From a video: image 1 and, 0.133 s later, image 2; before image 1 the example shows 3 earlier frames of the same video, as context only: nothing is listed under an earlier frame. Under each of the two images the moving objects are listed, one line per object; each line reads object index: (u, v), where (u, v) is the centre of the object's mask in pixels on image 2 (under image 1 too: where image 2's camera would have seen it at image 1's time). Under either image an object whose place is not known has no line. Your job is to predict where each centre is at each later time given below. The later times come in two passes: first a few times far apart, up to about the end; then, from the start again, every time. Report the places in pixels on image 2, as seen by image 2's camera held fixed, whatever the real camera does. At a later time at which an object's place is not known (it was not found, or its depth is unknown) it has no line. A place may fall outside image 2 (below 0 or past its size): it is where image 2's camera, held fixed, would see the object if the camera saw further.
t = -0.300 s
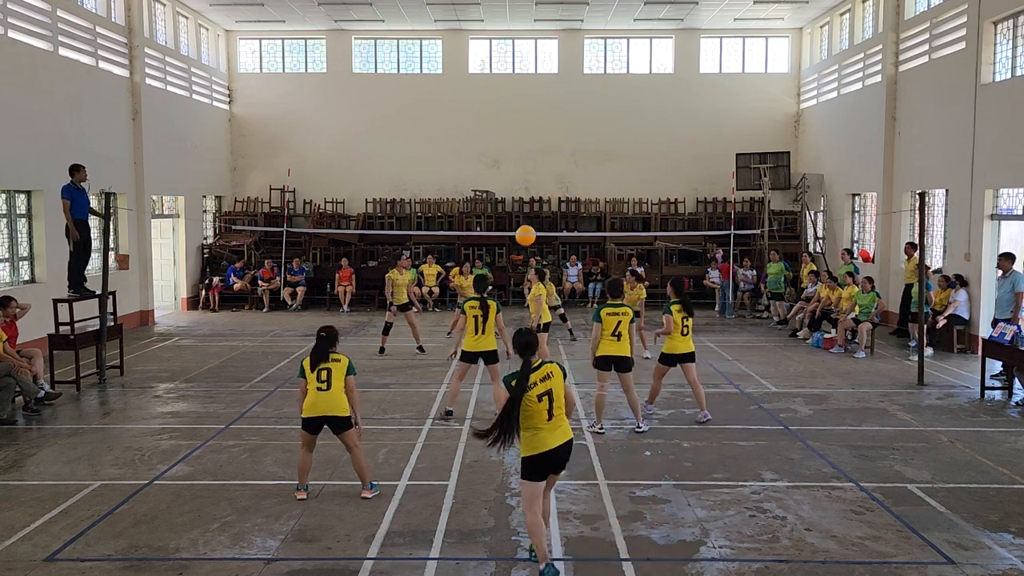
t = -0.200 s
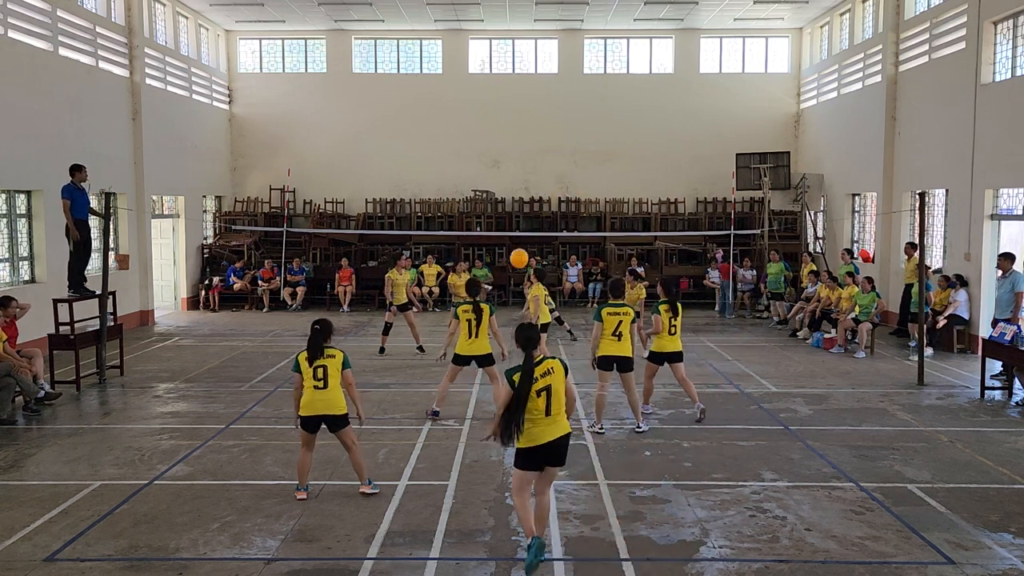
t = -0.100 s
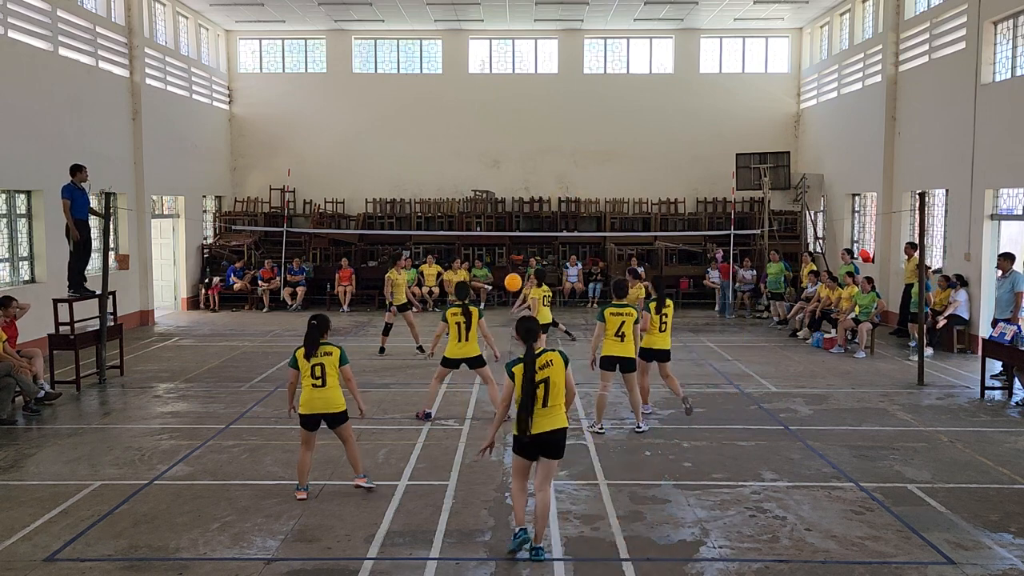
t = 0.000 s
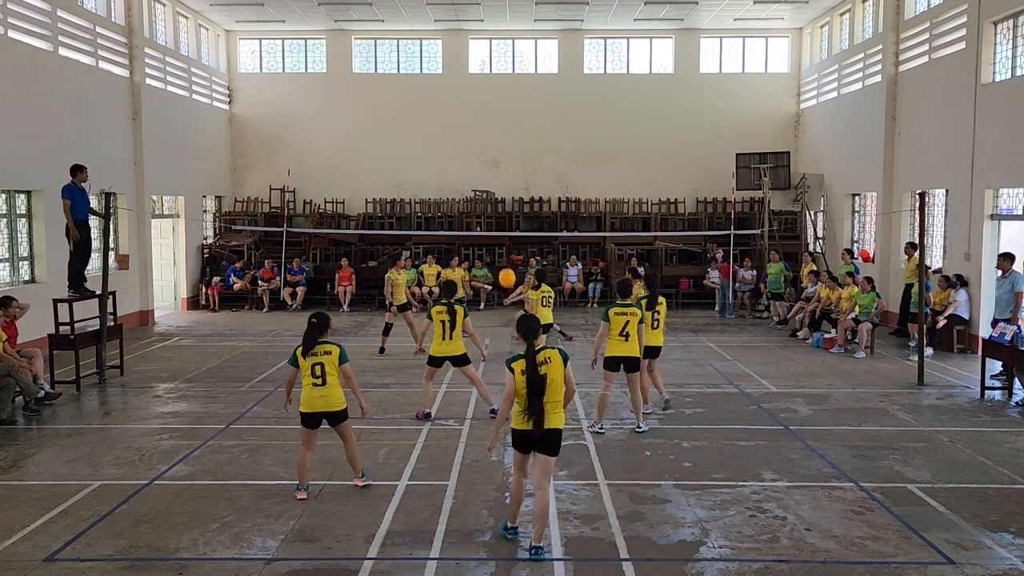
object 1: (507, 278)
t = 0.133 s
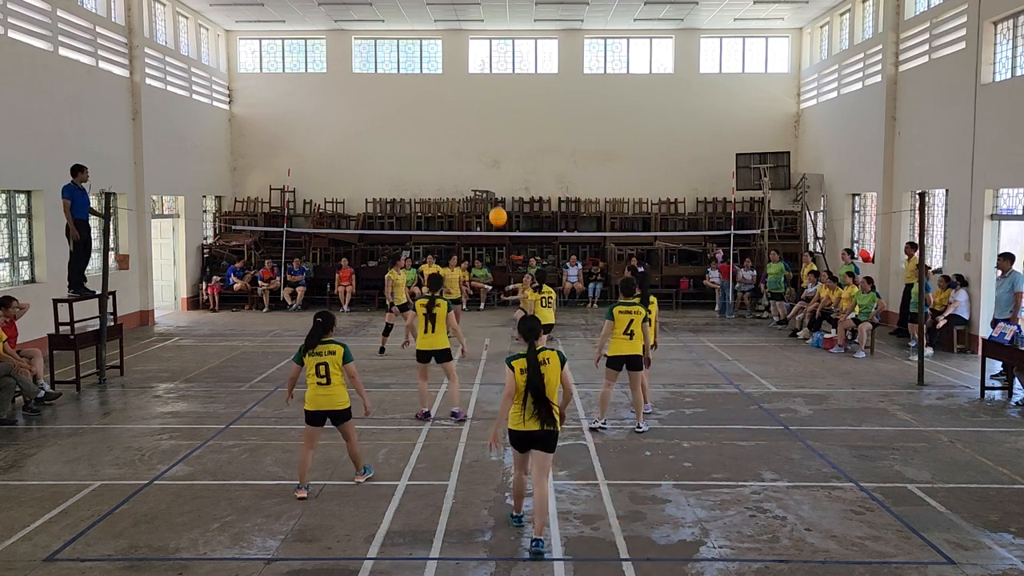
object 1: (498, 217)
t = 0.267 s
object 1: (489, 165)
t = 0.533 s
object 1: (467, 92)
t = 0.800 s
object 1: (440, 62)
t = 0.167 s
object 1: (495, 203)
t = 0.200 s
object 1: (493, 190)
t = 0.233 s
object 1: (491, 177)
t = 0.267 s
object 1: (489, 165)
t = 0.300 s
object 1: (486, 154)
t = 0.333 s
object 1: (484, 144)
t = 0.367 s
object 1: (481, 134)
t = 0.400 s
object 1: (478, 124)
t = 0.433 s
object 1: (476, 116)
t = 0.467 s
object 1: (473, 107)
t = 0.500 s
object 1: (470, 99)
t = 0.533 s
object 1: (467, 92)
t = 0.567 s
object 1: (463, 86)
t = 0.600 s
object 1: (460, 80)
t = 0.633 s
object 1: (457, 75)
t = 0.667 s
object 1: (454, 71)
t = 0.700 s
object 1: (451, 68)
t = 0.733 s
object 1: (447, 65)
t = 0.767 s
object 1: (444, 63)
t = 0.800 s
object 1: (440, 62)
